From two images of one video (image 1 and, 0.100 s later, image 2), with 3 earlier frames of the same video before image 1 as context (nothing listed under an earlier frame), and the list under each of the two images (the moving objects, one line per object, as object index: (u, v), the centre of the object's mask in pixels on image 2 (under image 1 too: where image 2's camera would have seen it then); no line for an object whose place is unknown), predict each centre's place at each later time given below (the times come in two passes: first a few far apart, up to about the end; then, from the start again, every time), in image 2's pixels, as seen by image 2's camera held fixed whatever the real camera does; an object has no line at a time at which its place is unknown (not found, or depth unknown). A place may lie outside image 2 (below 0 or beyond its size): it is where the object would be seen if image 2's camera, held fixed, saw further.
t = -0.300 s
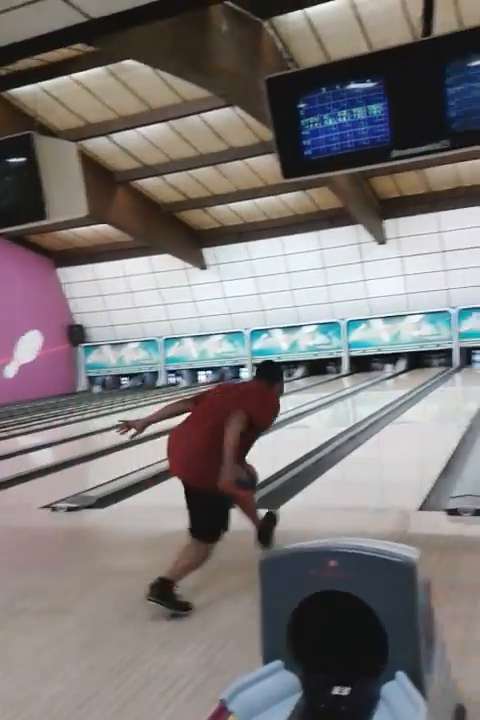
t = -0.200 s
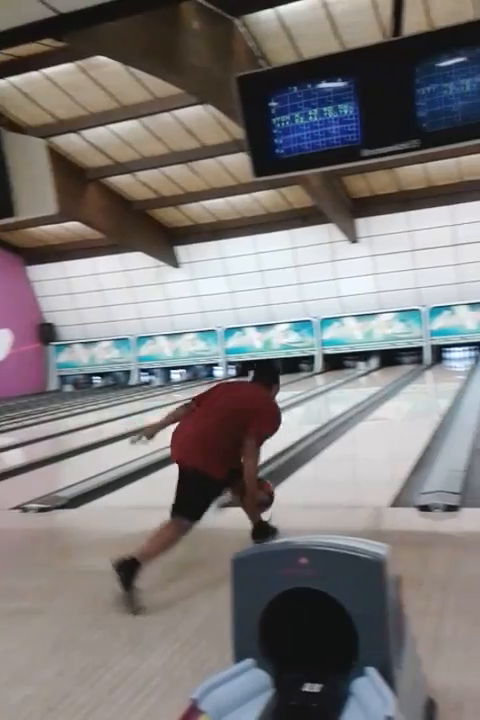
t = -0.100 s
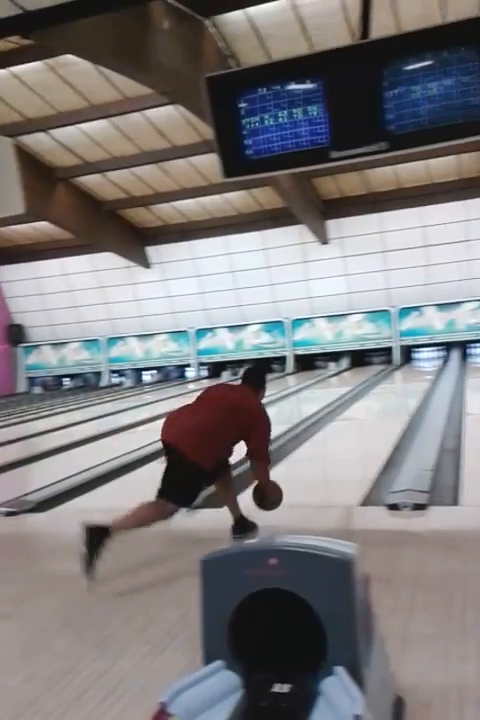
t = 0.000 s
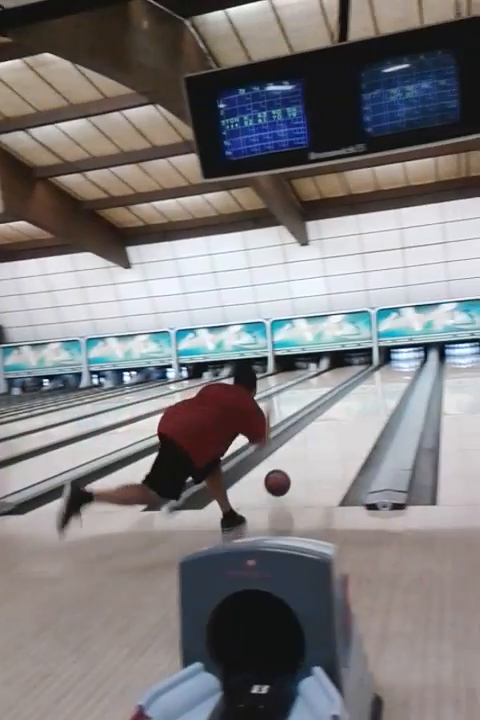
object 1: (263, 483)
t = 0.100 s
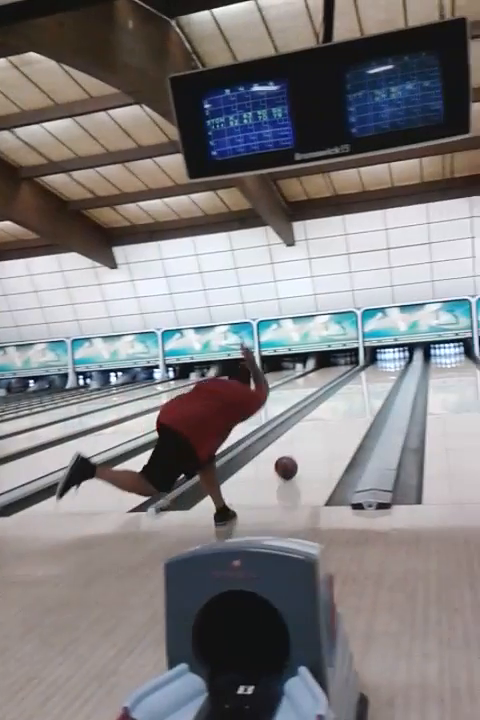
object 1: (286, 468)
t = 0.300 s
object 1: (317, 439)
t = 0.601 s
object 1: (347, 412)
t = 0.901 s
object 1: (366, 395)
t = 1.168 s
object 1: (377, 384)
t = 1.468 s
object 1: (386, 375)
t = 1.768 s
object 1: (392, 368)
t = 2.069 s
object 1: (395, 363)
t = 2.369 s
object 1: (395, 360)
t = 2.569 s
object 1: (393, 358)
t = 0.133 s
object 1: (292, 463)
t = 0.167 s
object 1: (298, 457)
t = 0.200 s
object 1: (303, 452)
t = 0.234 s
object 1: (308, 448)
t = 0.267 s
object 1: (312, 443)
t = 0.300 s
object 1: (317, 439)
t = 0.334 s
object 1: (321, 436)
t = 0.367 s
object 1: (325, 432)
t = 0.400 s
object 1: (329, 429)
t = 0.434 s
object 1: (332, 426)
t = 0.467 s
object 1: (335, 423)
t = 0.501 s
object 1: (338, 420)
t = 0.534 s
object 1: (341, 417)
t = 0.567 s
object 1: (344, 415)
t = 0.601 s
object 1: (347, 412)
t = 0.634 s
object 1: (349, 410)
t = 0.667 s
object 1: (351, 408)
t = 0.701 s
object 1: (354, 406)
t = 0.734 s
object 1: (356, 404)
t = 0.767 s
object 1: (358, 402)
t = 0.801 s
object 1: (360, 400)
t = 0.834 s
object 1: (362, 398)
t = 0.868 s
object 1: (364, 396)
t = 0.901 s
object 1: (366, 395)
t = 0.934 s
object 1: (367, 394)
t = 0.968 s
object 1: (369, 392)
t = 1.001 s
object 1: (370, 391)
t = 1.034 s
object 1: (372, 389)
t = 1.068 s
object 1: (373, 388)
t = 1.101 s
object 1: (374, 387)
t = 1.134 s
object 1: (376, 386)
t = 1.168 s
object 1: (377, 384)
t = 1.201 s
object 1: (378, 383)
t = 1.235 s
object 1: (379, 382)
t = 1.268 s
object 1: (380, 381)
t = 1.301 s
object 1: (381, 380)
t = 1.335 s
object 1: (382, 379)
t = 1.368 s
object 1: (383, 378)
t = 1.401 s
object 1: (384, 377)
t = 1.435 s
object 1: (385, 376)
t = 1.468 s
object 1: (386, 375)
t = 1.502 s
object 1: (386, 375)
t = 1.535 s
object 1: (387, 373)
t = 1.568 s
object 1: (387, 373)
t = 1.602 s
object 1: (389, 372)
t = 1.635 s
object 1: (389, 371)
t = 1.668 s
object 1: (390, 371)
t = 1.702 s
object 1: (391, 370)
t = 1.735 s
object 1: (391, 369)
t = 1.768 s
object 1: (392, 368)
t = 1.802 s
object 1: (393, 367)
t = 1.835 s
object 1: (393, 367)
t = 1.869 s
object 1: (393, 366)
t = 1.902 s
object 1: (394, 366)
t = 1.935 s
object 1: (394, 365)
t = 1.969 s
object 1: (395, 365)
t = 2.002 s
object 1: (395, 364)
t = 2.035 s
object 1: (394, 364)
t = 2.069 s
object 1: (395, 363)
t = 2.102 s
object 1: (395, 362)
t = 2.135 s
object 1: (395, 362)
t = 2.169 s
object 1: (396, 361)
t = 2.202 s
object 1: (396, 361)
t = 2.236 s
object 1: (395, 361)
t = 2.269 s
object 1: (395, 361)
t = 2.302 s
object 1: (395, 360)
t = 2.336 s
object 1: (395, 360)
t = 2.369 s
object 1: (395, 360)
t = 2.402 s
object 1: (395, 359)
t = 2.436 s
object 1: (395, 360)
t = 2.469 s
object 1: (394, 360)
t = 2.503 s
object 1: (394, 359)
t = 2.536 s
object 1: (393, 358)
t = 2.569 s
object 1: (393, 358)
